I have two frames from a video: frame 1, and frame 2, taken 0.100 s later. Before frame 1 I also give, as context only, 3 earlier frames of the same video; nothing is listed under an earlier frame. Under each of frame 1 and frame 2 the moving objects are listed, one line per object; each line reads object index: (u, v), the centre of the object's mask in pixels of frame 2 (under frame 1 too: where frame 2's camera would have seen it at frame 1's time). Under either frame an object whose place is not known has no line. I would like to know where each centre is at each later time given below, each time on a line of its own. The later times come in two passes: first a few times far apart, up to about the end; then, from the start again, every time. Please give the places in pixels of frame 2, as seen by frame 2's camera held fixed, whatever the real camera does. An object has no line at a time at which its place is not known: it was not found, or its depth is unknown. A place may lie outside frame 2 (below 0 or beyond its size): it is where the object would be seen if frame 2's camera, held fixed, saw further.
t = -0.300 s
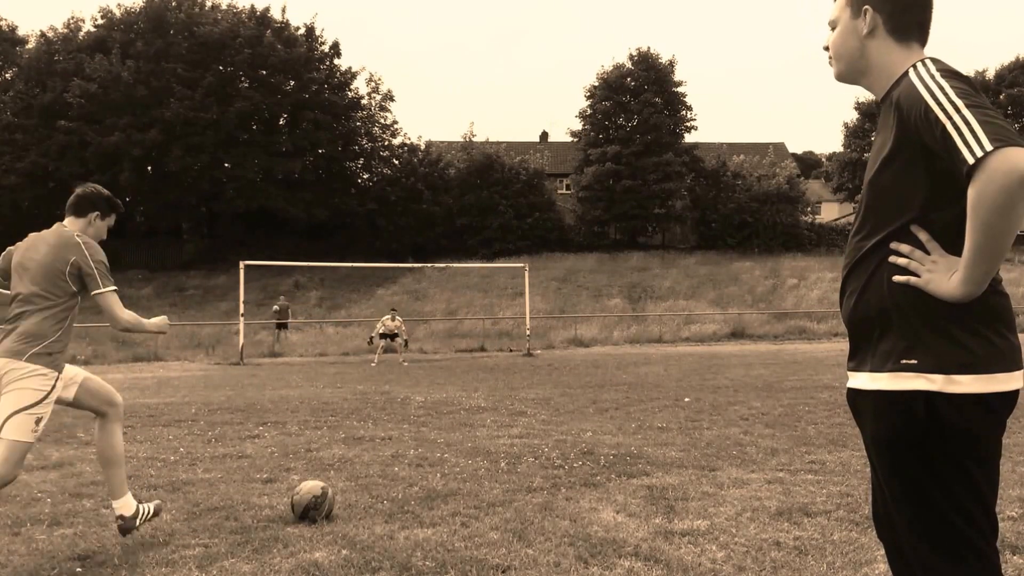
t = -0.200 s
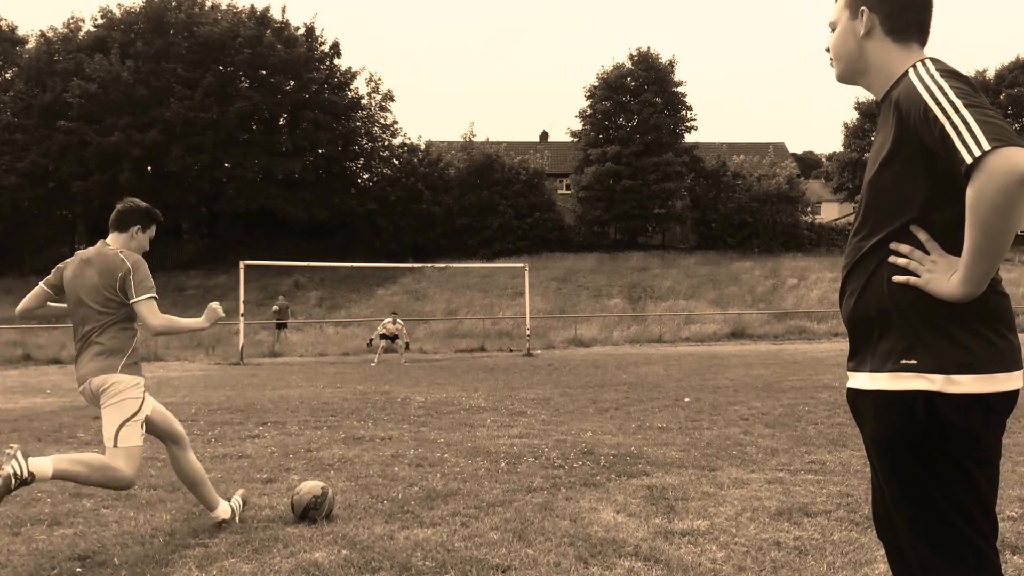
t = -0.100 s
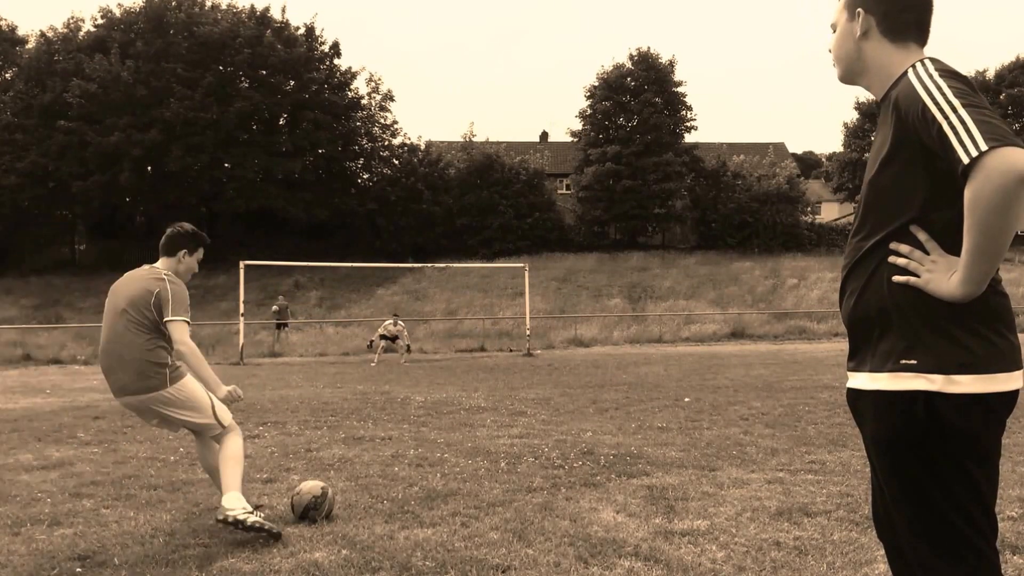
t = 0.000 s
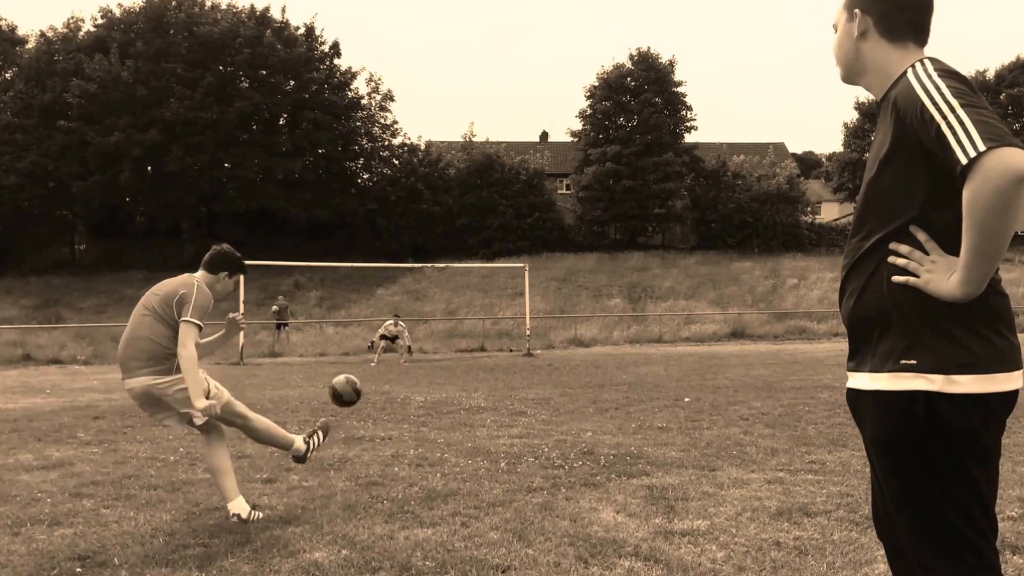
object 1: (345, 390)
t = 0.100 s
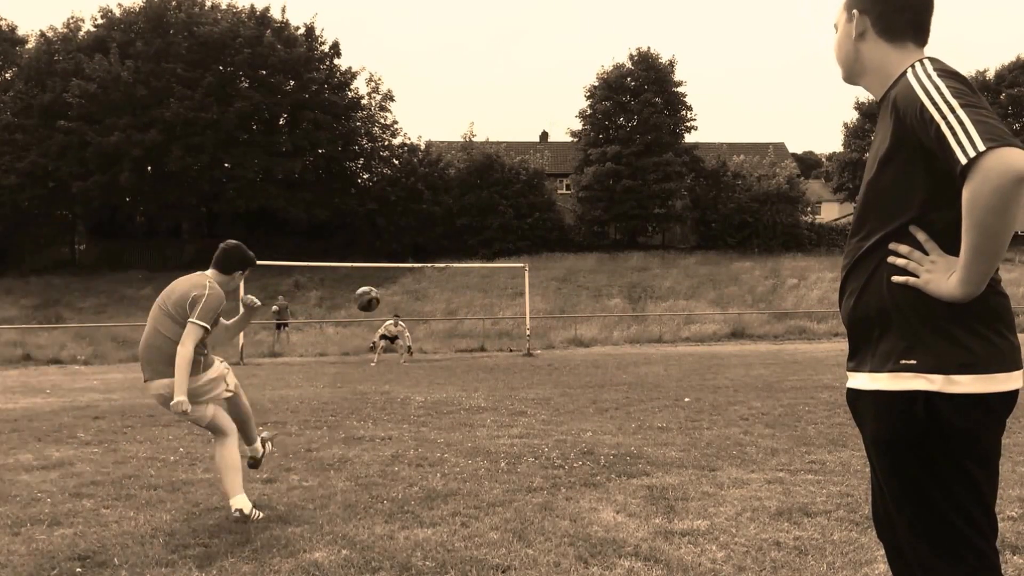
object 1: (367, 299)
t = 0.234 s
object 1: (378, 240)
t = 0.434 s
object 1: (375, 206)
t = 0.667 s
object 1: (362, 203)
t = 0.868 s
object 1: (346, 217)
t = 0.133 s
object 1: (371, 279)
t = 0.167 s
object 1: (374, 264)
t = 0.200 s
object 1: (376, 251)
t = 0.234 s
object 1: (378, 240)
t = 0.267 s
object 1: (378, 231)
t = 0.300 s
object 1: (378, 224)
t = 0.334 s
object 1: (378, 217)
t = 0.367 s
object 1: (377, 212)
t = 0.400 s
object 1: (376, 209)
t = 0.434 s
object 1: (375, 206)
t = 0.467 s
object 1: (374, 204)
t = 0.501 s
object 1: (372, 203)
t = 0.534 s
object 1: (371, 201)
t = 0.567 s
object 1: (369, 201)
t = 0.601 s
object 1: (367, 201)
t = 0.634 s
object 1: (365, 201)
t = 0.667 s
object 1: (362, 203)
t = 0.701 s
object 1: (360, 204)
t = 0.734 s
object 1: (358, 206)
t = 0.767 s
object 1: (355, 208)
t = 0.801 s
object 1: (352, 211)
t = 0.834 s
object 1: (349, 214)
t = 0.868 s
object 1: (346, 217)
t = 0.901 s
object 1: (343, 220)
